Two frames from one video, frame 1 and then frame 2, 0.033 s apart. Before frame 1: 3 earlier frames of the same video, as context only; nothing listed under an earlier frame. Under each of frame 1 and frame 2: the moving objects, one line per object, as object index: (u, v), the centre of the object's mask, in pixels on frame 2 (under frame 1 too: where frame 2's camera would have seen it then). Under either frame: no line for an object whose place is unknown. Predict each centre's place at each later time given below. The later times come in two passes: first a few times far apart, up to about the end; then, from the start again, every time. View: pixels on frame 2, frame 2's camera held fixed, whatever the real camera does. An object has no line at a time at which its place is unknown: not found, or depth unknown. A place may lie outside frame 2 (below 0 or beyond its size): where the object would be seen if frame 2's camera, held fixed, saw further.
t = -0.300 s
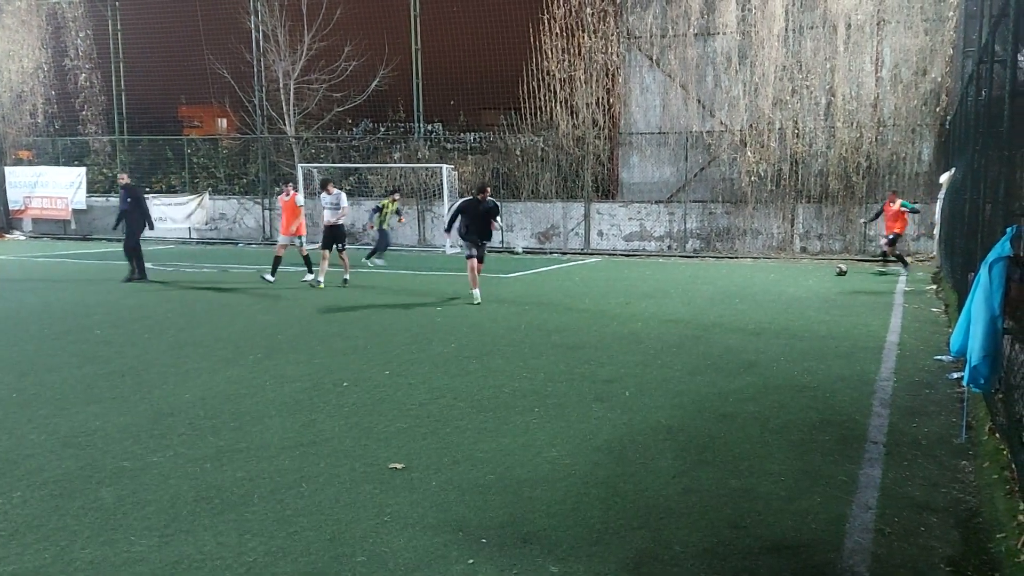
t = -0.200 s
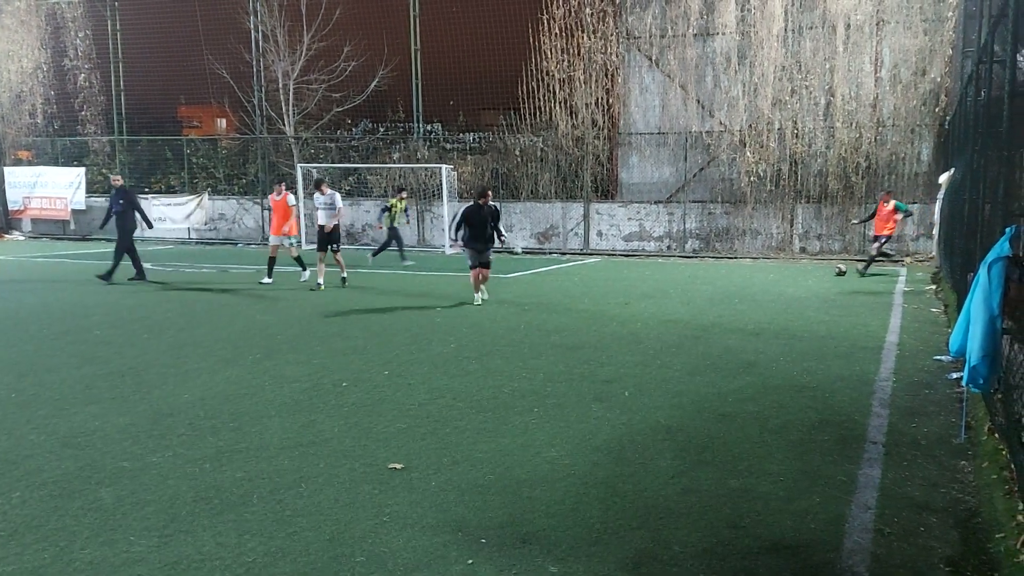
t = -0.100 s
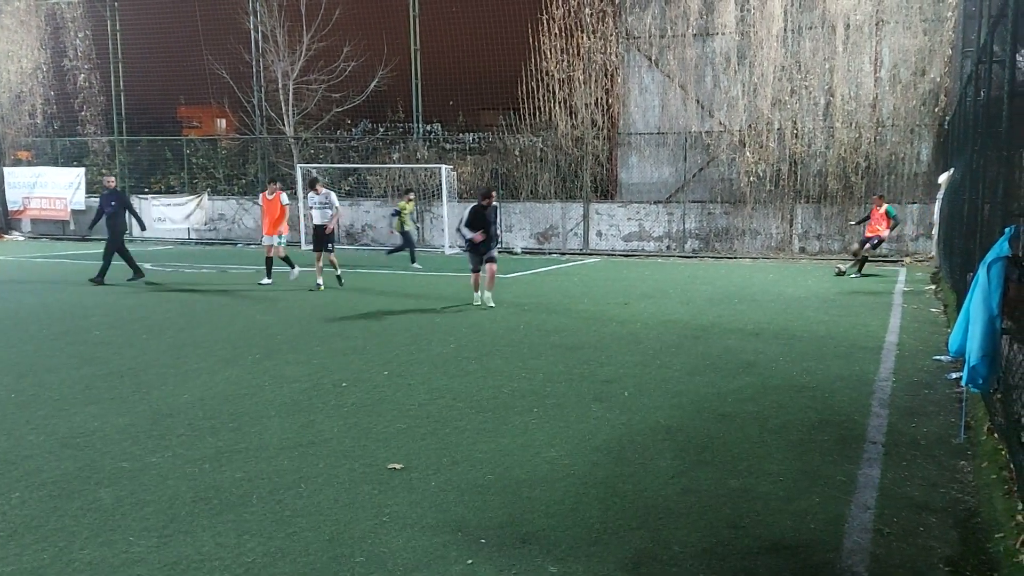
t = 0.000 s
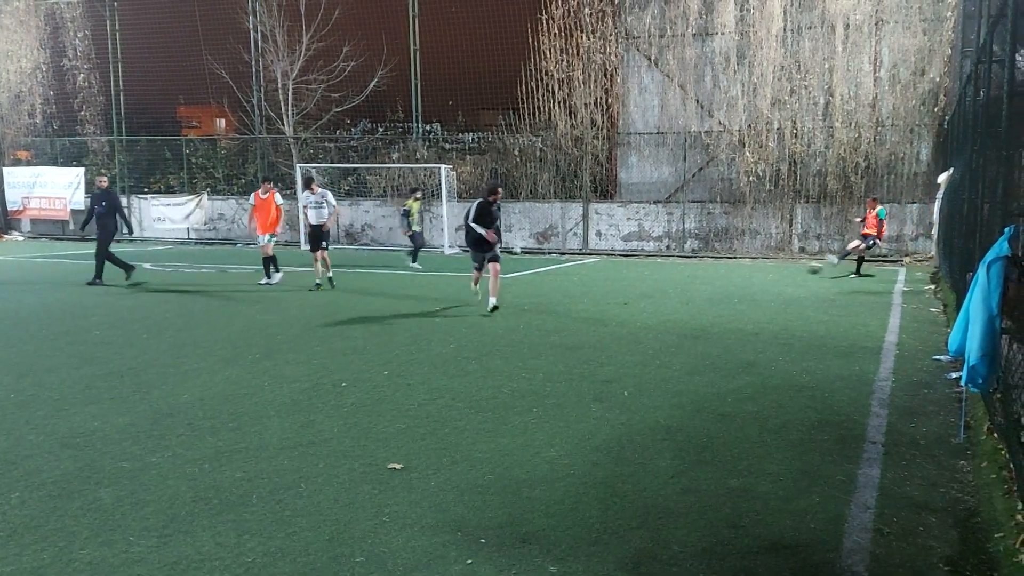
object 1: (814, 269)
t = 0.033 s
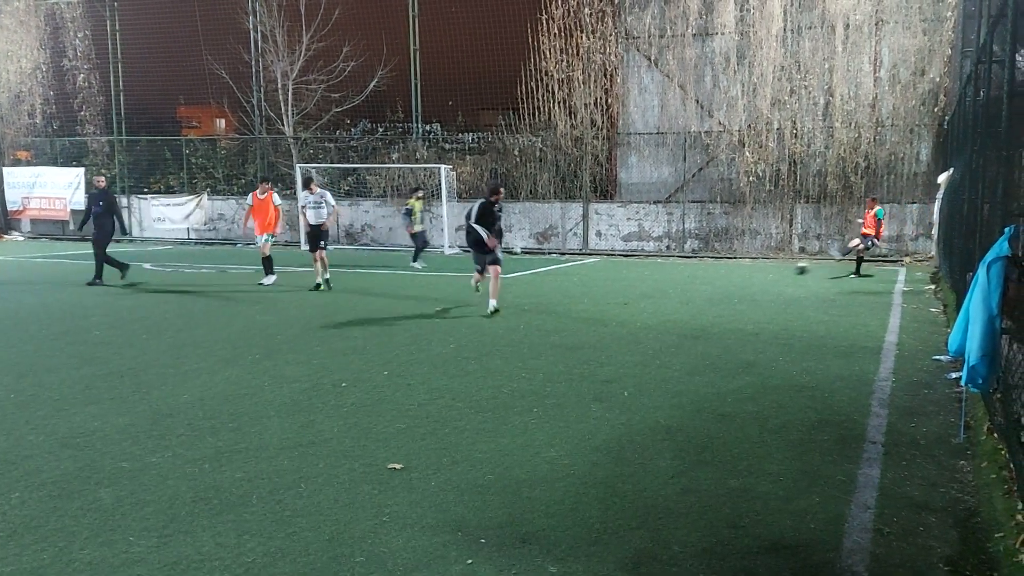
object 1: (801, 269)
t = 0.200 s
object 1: (730, 283)
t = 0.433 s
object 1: (600, 317)
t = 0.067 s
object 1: (789, 270)
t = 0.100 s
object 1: (775, 271)
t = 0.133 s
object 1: (760, 274)
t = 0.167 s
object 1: (745, 278)
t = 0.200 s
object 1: (730, 283)
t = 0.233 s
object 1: (713, 290)
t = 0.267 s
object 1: (696, 297)
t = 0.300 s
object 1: (678, 307)
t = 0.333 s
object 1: (657, 316)
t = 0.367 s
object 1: (639, 315)
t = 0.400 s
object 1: (620, 316)
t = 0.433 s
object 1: (600, 317)
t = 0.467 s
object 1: (579, 321)
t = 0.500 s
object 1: (553, 326)
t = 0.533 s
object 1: (527, 334)
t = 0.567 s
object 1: (497, 344)
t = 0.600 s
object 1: (461, 358)
